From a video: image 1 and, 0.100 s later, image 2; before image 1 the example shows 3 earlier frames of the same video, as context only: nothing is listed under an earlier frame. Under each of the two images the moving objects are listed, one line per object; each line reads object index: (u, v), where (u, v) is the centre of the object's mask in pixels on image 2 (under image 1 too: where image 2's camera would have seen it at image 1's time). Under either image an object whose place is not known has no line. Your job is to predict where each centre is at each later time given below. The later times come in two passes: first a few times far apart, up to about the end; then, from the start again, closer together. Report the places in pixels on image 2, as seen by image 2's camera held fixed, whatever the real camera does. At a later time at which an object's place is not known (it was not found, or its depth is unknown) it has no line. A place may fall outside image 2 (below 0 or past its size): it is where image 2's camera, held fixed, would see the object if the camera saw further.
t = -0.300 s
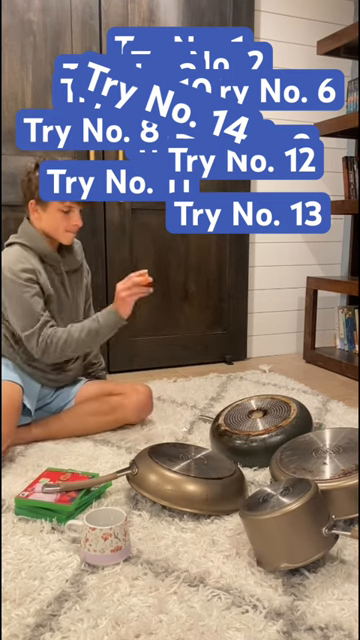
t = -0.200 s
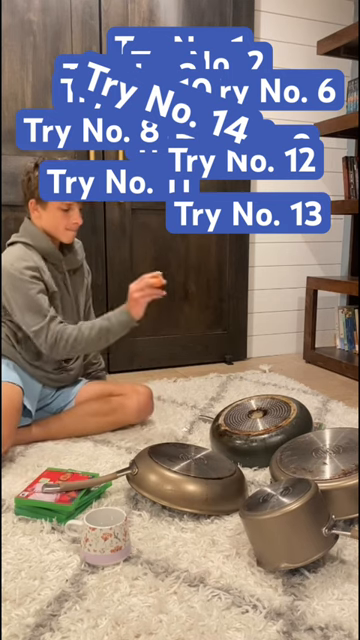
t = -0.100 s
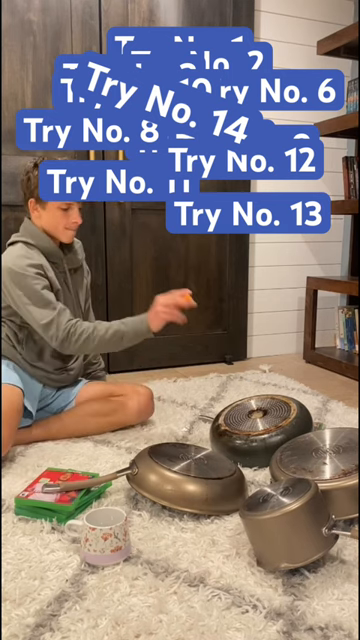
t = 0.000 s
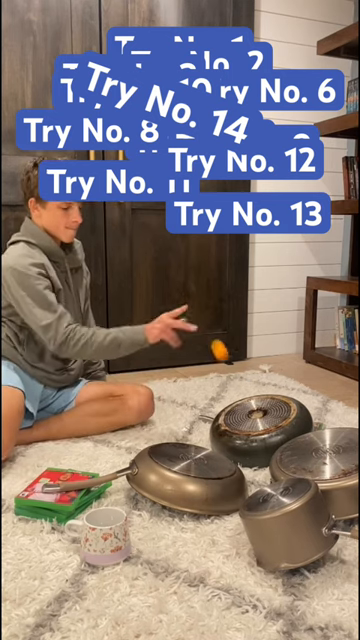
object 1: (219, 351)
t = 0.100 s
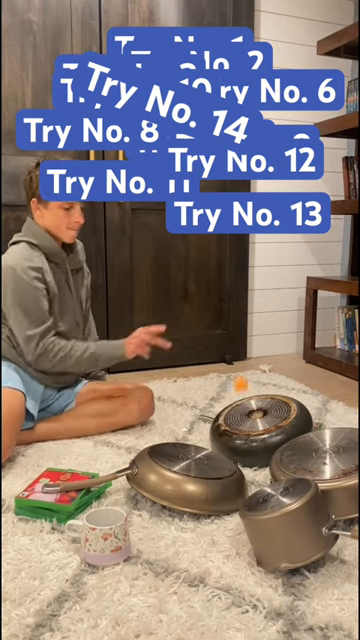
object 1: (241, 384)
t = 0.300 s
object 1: (220, 325)
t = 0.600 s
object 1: (203, 411)
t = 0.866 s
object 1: (280, 394)
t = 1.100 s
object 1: (294, 397)
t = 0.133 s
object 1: (237, 364)
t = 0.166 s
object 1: (235, 351)
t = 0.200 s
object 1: (231, 338)
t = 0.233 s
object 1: (228, 330)
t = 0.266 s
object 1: (223, 326)
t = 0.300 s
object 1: (220, 325)
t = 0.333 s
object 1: (216, 328)
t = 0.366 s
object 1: (211, 336)
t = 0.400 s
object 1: (207, 348)
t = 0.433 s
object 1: (203, 363)
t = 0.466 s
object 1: (199, 384)
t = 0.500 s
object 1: (193, 410)
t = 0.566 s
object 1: (193, 431)
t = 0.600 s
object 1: (203, 411)
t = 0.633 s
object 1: (212, 392)
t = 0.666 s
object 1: (222, 379)
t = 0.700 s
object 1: (232, 370)
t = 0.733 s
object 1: (241, 366)
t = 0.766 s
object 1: (250, 365)
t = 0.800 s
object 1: (261, 370)
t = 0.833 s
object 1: (270, 379)
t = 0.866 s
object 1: (280, 394)
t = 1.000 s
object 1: (304, 436)
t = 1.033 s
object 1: (301, 420)
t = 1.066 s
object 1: (297, 407)
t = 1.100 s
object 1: (294, 397)
